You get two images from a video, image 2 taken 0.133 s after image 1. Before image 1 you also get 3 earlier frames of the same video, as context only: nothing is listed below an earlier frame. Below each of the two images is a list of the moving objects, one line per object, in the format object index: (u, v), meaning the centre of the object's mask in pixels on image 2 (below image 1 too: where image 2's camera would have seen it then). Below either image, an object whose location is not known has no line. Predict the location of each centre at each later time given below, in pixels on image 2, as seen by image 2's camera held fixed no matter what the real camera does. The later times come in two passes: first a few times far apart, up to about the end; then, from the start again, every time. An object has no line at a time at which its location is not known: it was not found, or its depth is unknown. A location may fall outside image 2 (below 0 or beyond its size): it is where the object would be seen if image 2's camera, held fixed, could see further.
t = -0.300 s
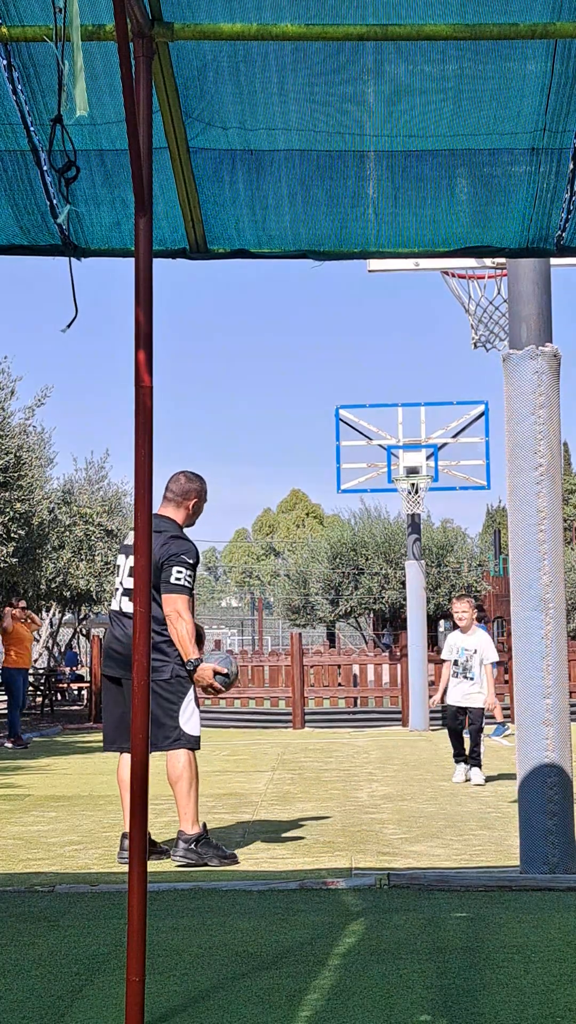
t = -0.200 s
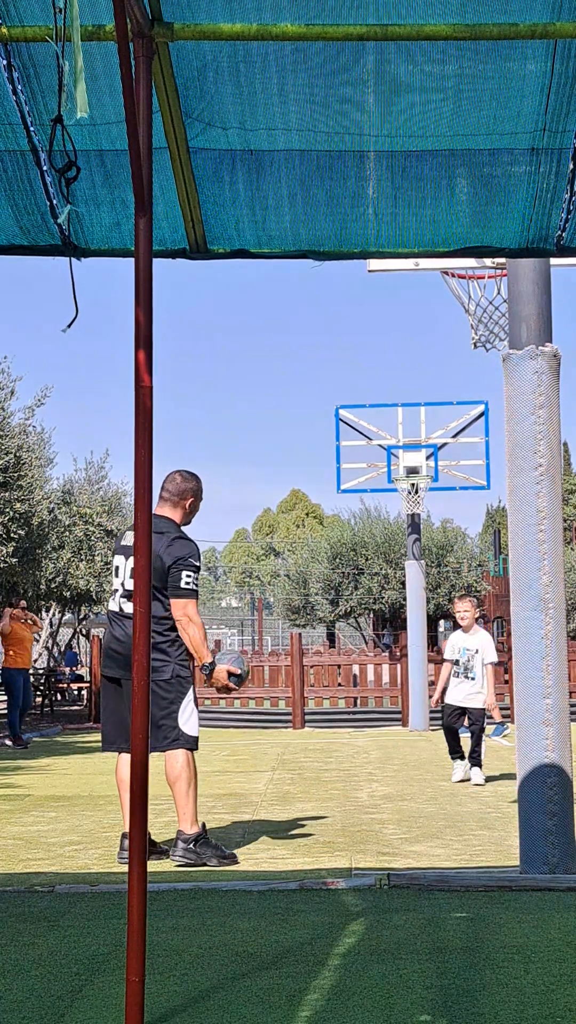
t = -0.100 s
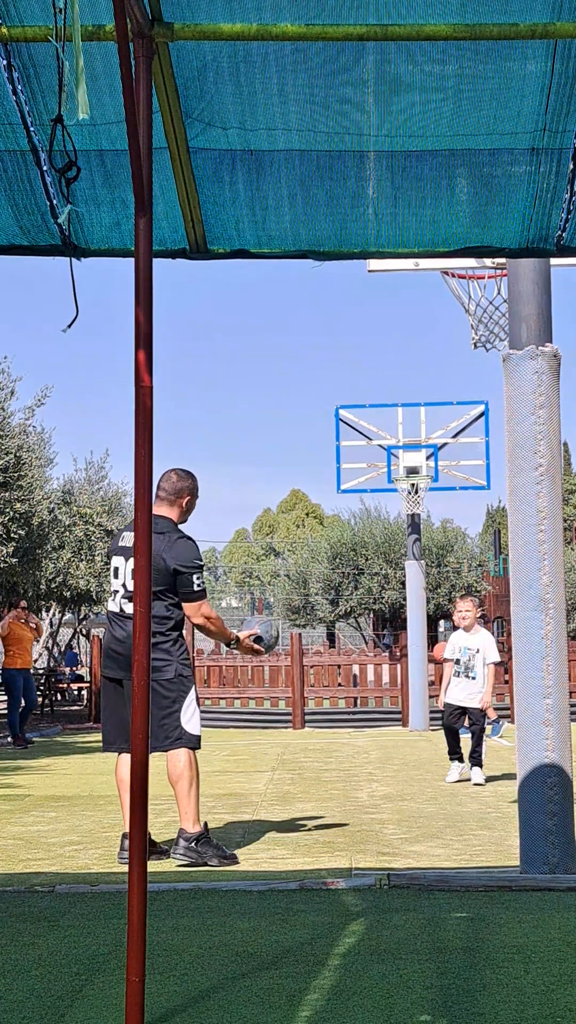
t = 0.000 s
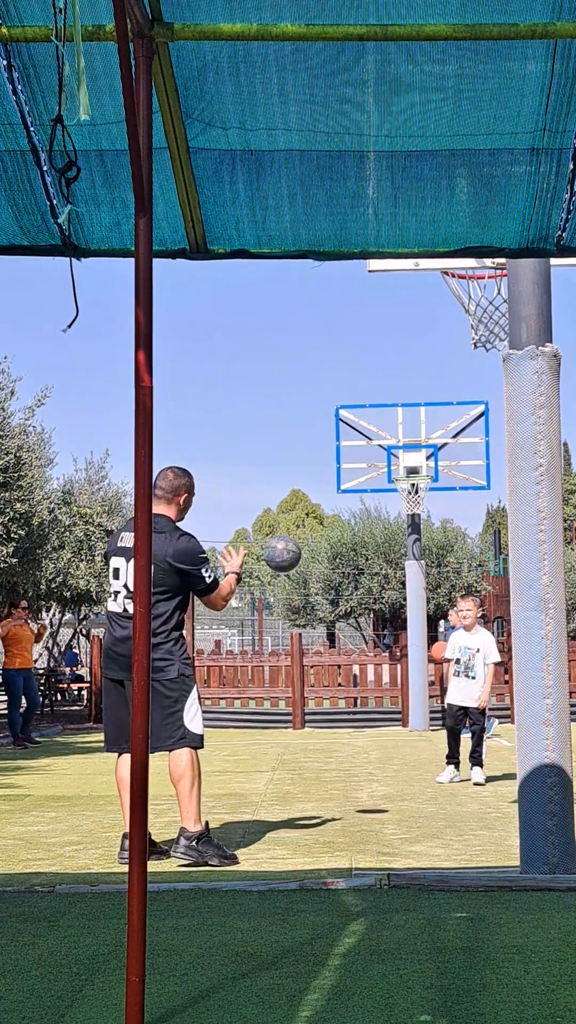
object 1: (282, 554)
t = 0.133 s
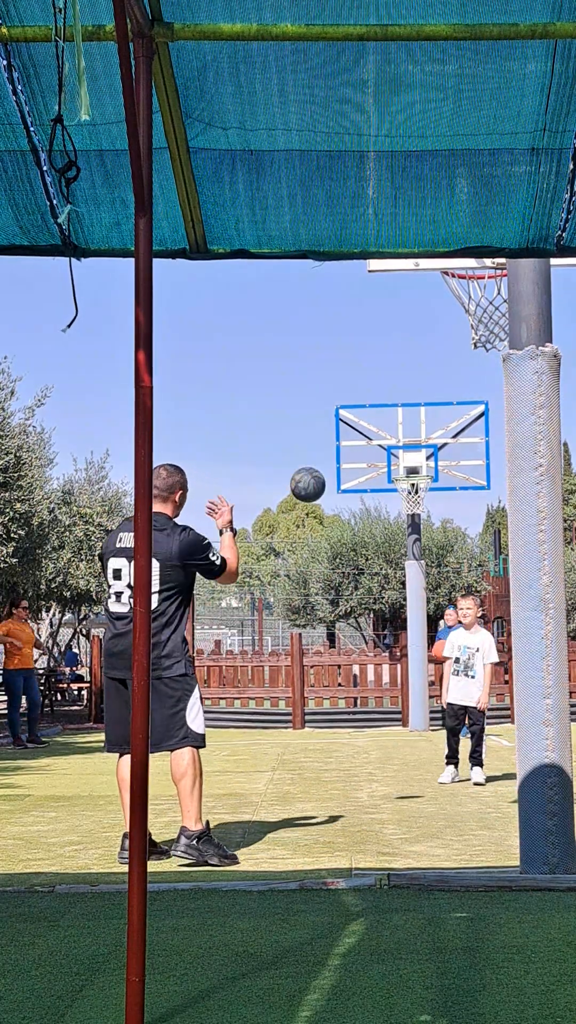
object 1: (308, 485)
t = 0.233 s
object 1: (326, 459)
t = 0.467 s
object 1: (364, 476)
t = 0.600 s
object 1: (383, 523)
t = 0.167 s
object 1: (314, 474)
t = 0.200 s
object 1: (320, 465)
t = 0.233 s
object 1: (326, 459)
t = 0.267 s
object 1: (332, 456)
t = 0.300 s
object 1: (338, 455)
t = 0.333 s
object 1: (344, 455)
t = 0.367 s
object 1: (349, 458)
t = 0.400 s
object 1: (354, 462)
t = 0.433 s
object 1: (359, 468)
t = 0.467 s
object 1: (364, 476)
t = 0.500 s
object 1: (369, 485)
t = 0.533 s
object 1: (374, 496)
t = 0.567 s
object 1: (379, 509)
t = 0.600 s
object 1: (383, 523)
